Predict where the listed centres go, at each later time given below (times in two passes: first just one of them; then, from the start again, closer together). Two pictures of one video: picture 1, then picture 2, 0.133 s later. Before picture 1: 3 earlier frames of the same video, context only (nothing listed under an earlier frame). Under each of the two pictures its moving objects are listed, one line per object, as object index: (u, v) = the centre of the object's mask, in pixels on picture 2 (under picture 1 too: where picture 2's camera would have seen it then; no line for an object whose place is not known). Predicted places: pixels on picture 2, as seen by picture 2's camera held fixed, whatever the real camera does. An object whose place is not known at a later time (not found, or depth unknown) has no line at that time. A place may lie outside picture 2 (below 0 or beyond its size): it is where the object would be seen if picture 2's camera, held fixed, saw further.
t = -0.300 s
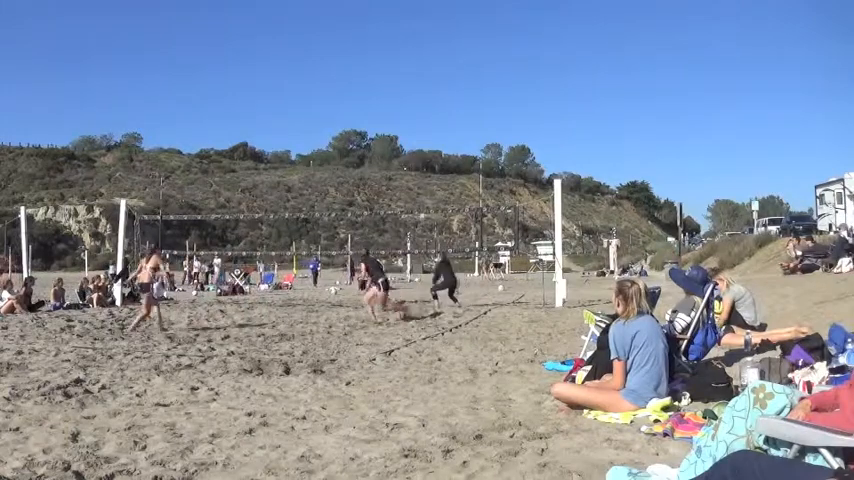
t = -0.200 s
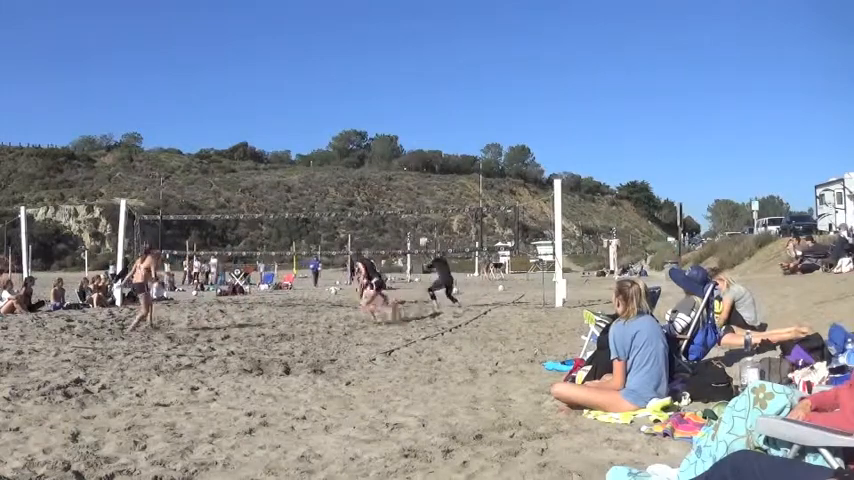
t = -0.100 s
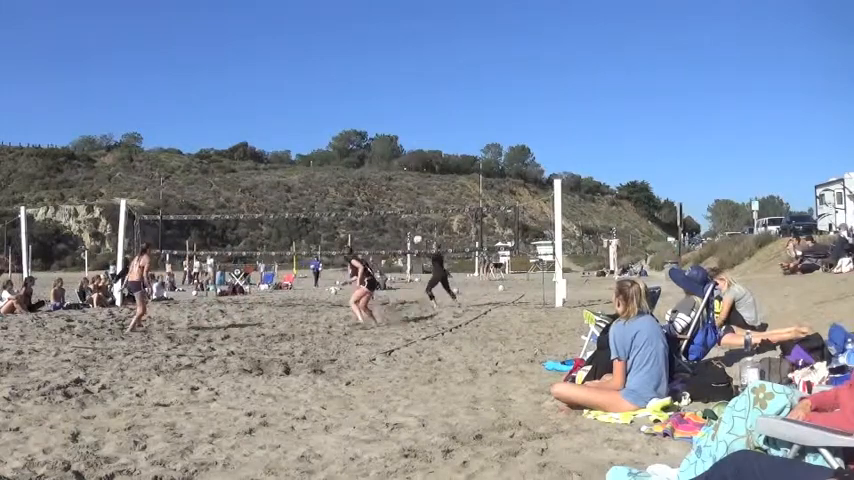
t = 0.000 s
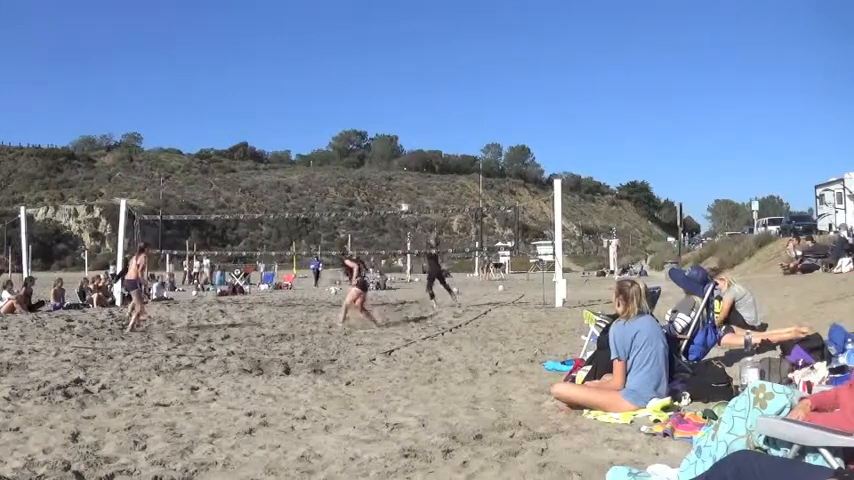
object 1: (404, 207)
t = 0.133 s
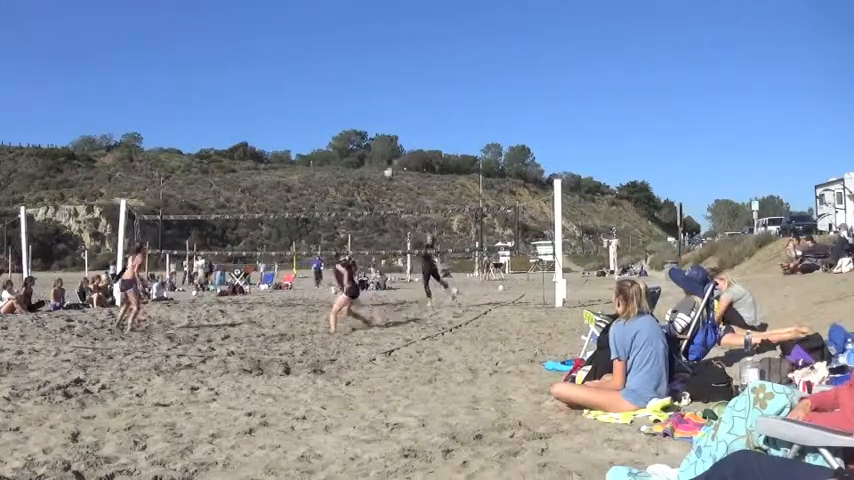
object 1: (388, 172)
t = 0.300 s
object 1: (368, 138)
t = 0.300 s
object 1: (368, 138)
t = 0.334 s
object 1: (364, 135)
